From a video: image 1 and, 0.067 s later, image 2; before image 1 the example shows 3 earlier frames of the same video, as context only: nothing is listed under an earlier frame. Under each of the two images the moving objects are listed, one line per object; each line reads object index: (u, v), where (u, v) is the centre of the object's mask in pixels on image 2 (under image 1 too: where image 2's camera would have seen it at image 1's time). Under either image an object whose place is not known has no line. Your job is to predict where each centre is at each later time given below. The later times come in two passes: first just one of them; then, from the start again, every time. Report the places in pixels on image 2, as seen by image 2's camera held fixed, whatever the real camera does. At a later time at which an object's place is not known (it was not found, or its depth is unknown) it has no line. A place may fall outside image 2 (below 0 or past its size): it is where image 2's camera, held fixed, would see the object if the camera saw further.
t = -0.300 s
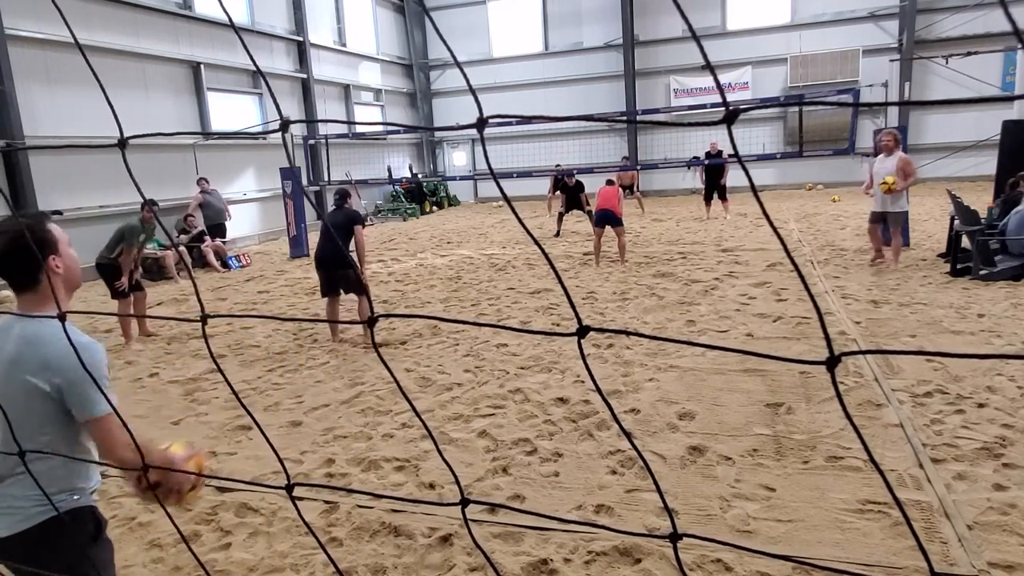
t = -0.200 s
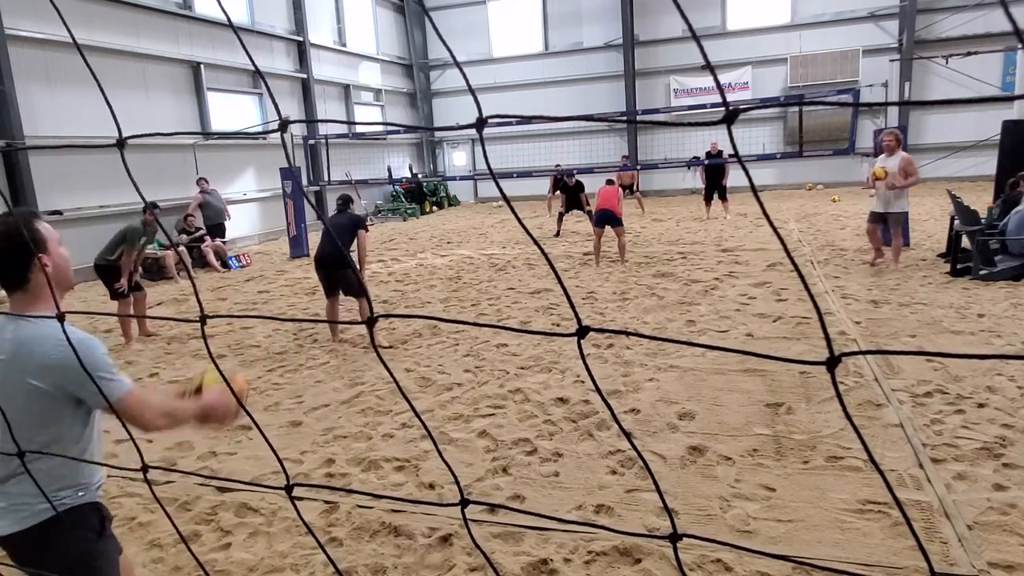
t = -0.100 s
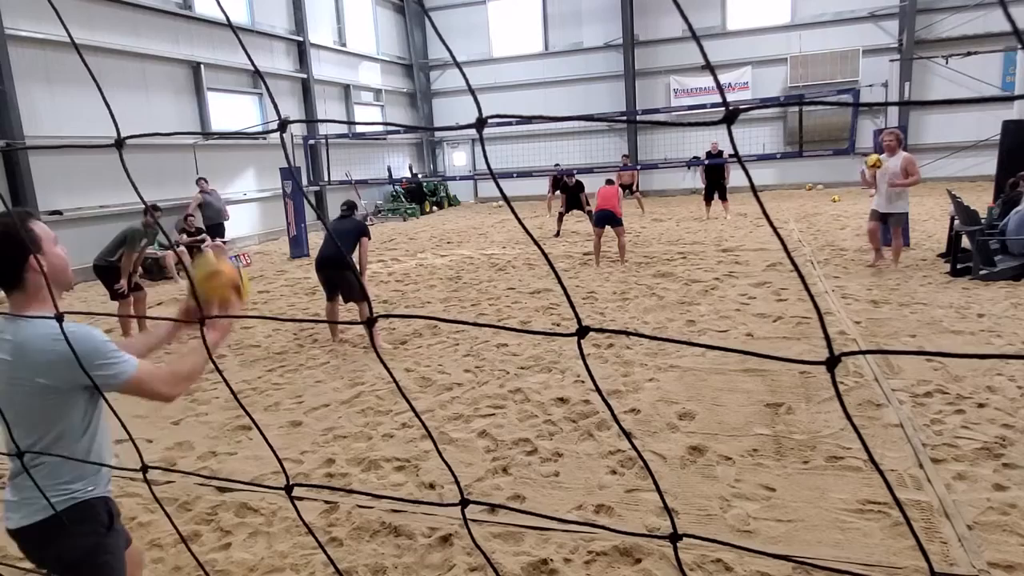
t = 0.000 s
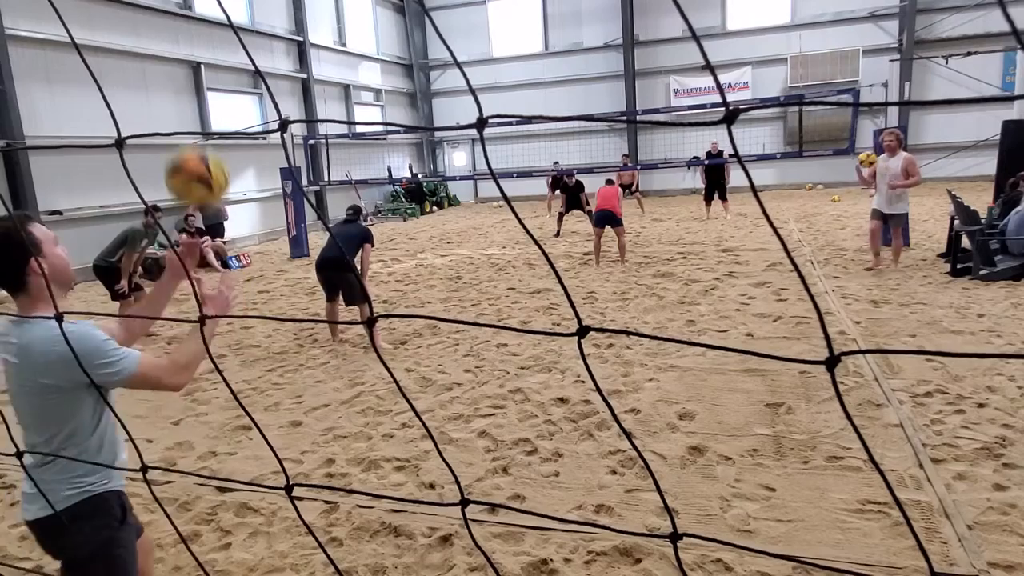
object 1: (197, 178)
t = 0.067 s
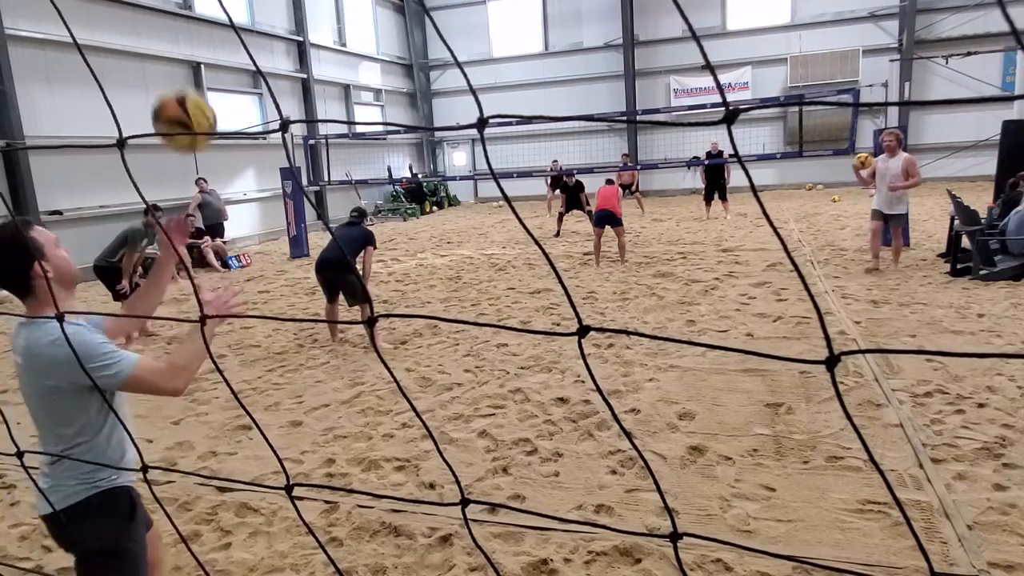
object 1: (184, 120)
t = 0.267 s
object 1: (157, 27)
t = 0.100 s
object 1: (179, 96)
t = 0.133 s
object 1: (173, 75)
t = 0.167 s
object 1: (169, 59)
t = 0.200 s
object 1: (164, 43)
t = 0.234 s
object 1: (161, 34)
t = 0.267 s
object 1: (157, 27)
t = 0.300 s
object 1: (155, 25)
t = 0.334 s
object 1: (153, 24)
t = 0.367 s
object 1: (152, 26)
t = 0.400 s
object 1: (151, 29)
